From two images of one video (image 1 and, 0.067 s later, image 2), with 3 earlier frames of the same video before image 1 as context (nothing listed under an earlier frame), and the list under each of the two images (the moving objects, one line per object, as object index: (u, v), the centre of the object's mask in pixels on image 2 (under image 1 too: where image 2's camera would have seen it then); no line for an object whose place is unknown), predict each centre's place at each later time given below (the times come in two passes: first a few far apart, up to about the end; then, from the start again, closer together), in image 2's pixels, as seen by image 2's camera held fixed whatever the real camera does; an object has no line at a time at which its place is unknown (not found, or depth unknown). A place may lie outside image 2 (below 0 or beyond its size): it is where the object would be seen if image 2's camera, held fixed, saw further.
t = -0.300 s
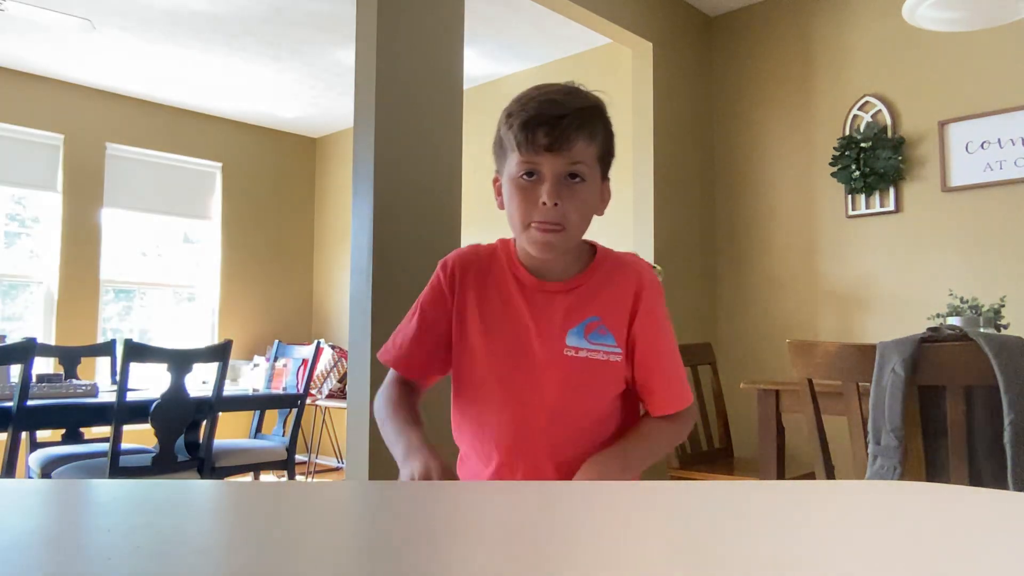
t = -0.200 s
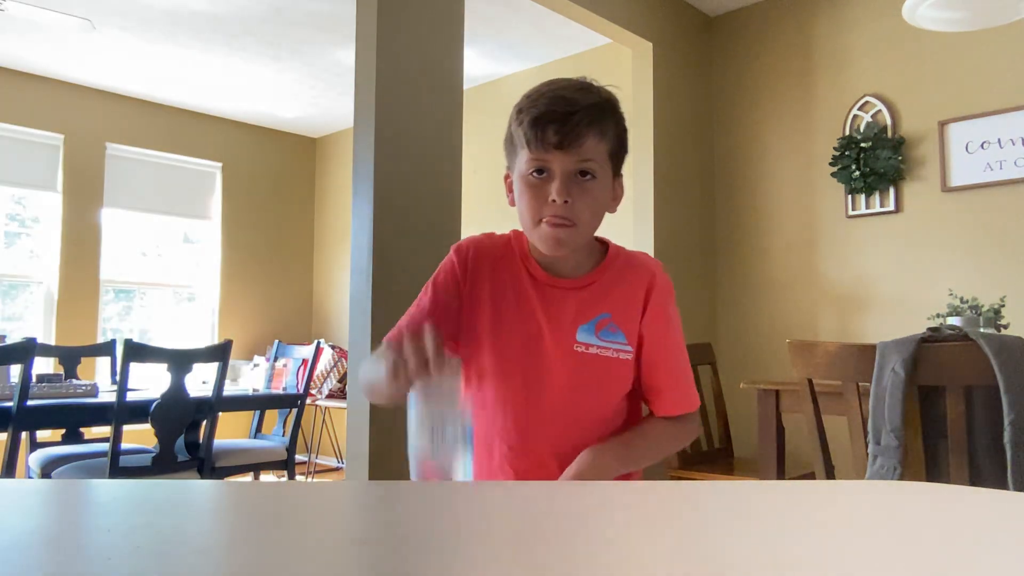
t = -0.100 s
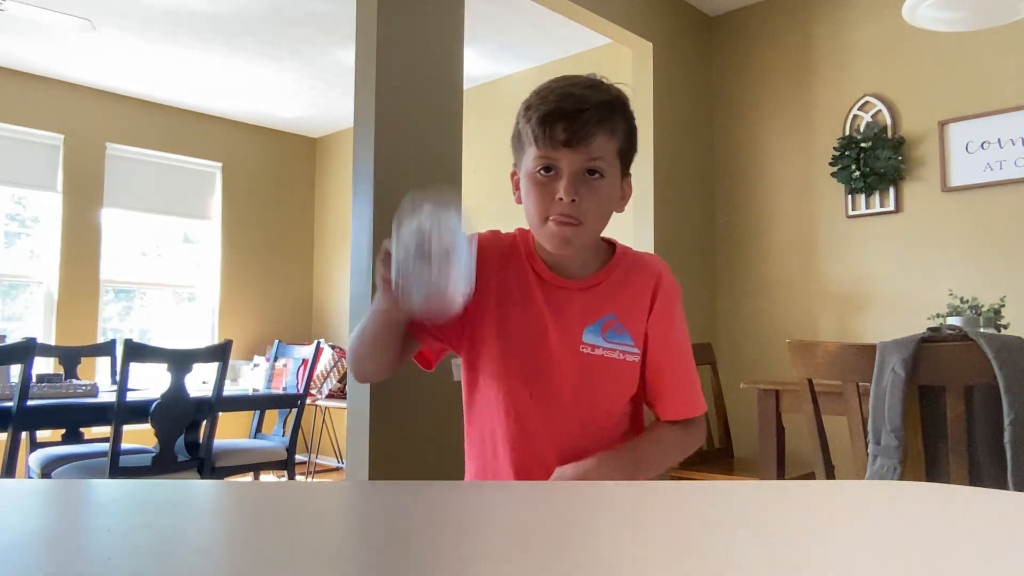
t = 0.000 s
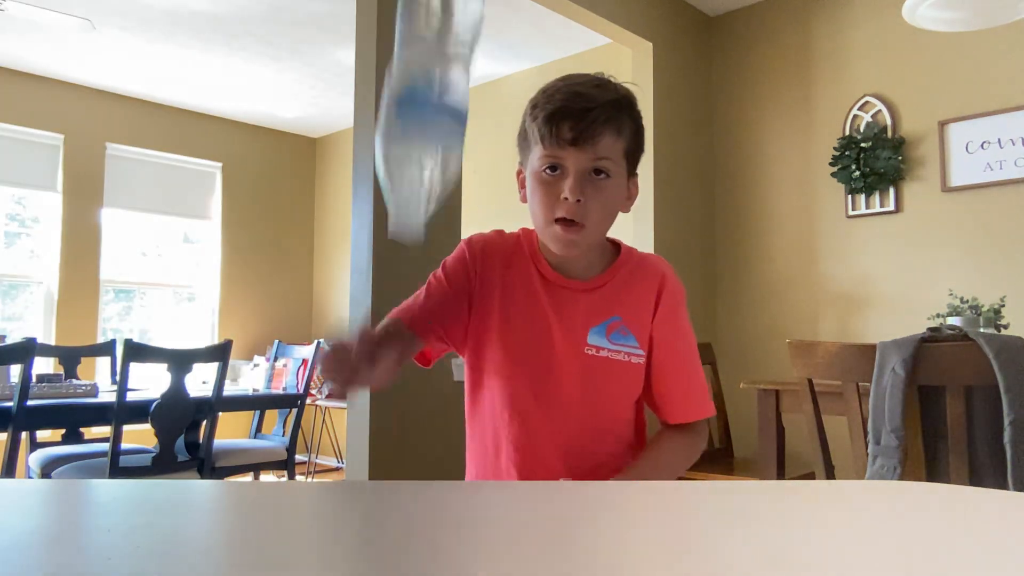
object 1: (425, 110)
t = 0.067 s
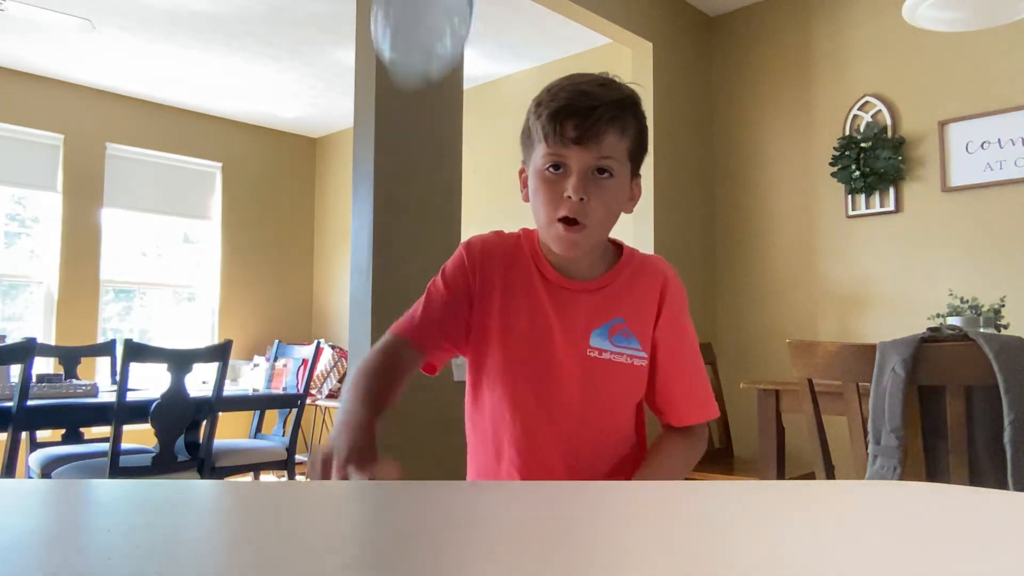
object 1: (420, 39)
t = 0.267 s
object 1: (412, 153)
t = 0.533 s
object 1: (394, 492)
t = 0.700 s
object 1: (347, 494)
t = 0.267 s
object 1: (412, 153)
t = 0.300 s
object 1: (408, 251)
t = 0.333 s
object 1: (408, 353)
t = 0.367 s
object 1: (420, 380)
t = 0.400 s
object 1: (417, 479)
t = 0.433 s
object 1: (415, 484)
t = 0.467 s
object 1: (415, 488)
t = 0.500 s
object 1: (408, 491)
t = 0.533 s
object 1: (394, 492)
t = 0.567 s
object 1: (383, 492)
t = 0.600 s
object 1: (372, 493)
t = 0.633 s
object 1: (363, 493)
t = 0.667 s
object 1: (355, 494)
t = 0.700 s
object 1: (347, 494)
